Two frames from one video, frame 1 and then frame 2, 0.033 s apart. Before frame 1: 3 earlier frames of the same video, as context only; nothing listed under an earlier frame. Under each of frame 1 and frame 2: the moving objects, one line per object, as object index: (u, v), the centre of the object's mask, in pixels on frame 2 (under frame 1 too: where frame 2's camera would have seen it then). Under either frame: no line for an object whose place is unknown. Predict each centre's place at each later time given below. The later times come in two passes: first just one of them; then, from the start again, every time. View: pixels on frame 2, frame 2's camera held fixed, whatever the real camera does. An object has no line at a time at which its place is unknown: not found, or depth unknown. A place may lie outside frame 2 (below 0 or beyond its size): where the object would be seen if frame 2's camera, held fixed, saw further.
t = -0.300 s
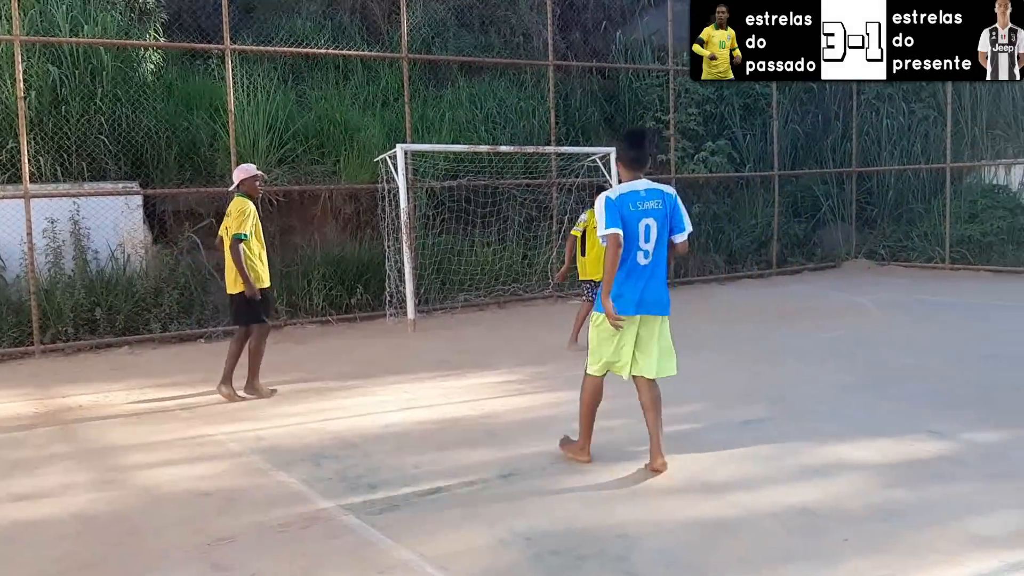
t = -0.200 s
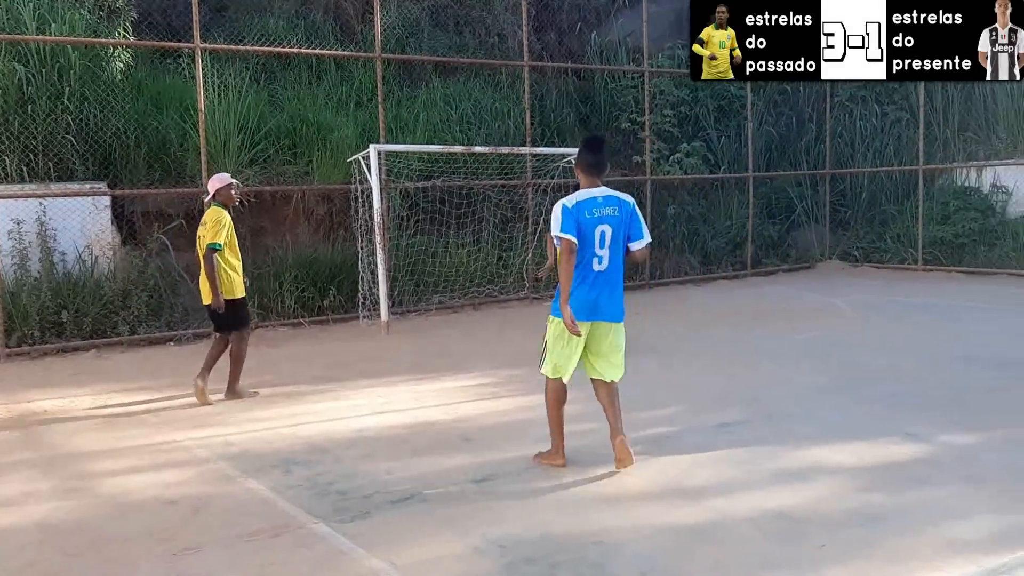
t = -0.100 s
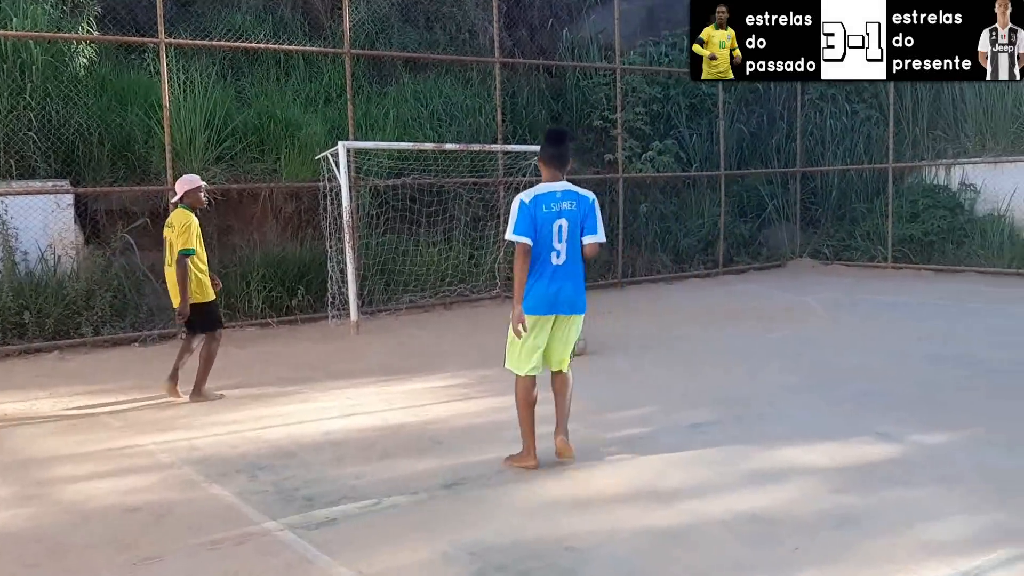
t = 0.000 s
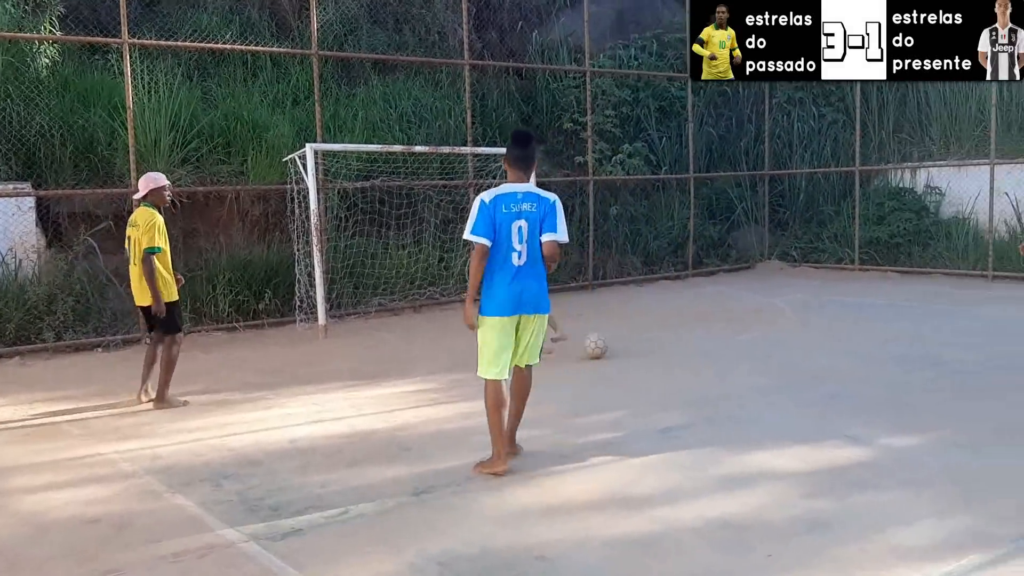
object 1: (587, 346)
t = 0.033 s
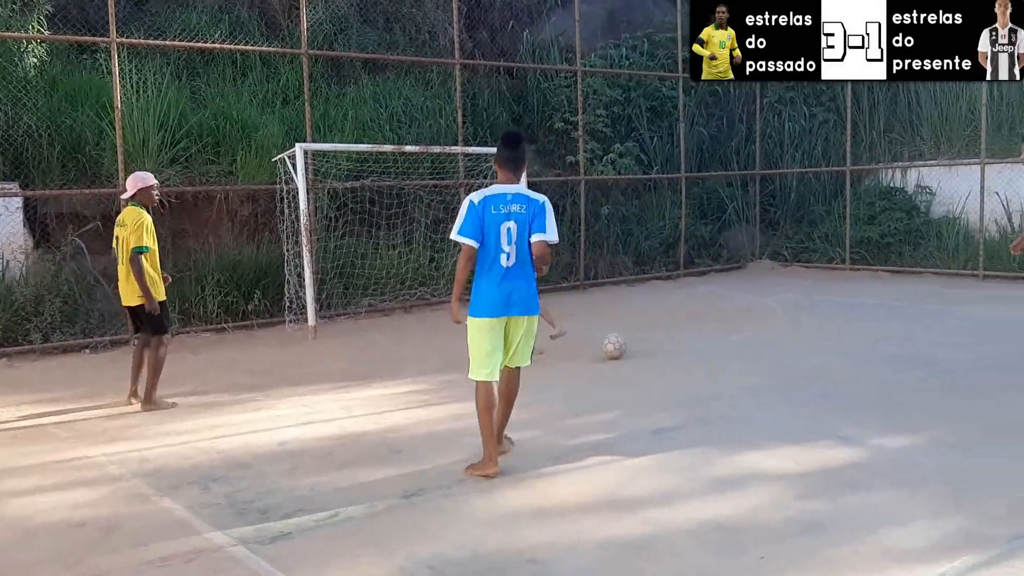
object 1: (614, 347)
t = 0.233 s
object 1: (765, 344)
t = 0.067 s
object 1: (641, 347)
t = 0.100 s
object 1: (667, 345)
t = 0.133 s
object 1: (692, 345)
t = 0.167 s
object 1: (718, 345)
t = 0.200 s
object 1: (742, 345)
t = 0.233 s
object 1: (765, 344)
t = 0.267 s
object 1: (789, 344)
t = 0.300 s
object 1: (812, 343)
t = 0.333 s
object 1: (834, 344)
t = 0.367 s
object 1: (856, 343)
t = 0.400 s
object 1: (877, 344)
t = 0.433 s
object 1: (898, 343)
